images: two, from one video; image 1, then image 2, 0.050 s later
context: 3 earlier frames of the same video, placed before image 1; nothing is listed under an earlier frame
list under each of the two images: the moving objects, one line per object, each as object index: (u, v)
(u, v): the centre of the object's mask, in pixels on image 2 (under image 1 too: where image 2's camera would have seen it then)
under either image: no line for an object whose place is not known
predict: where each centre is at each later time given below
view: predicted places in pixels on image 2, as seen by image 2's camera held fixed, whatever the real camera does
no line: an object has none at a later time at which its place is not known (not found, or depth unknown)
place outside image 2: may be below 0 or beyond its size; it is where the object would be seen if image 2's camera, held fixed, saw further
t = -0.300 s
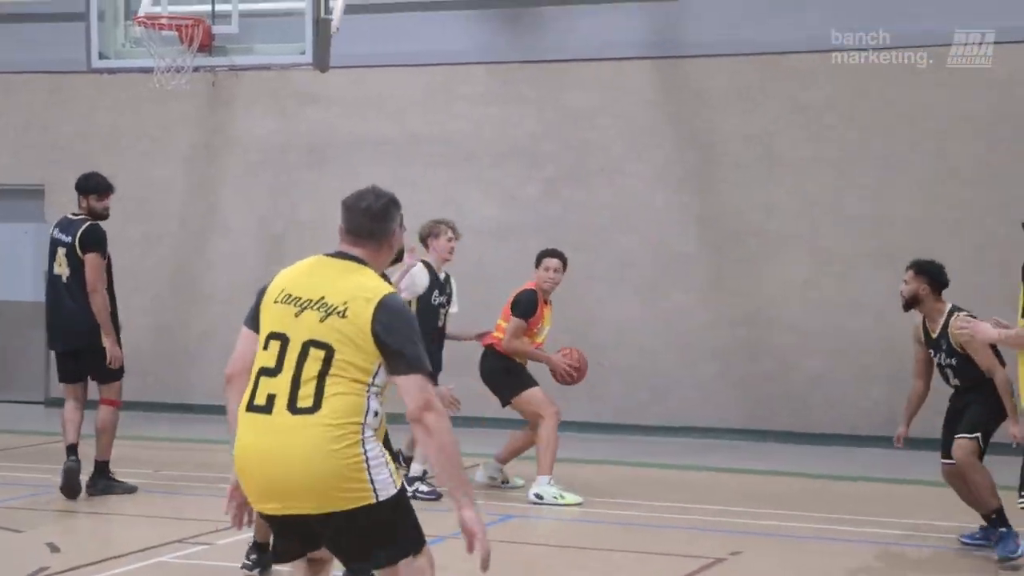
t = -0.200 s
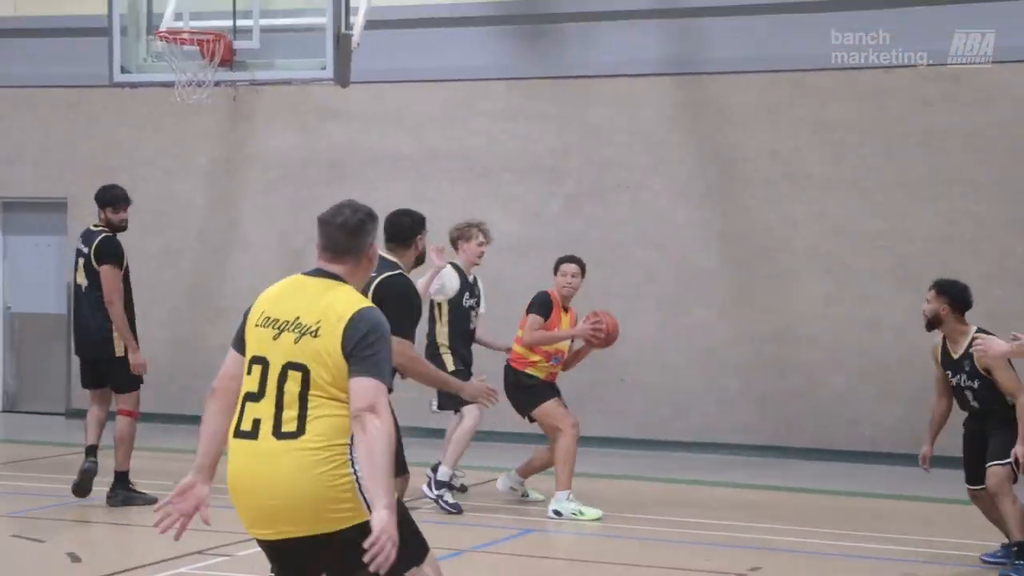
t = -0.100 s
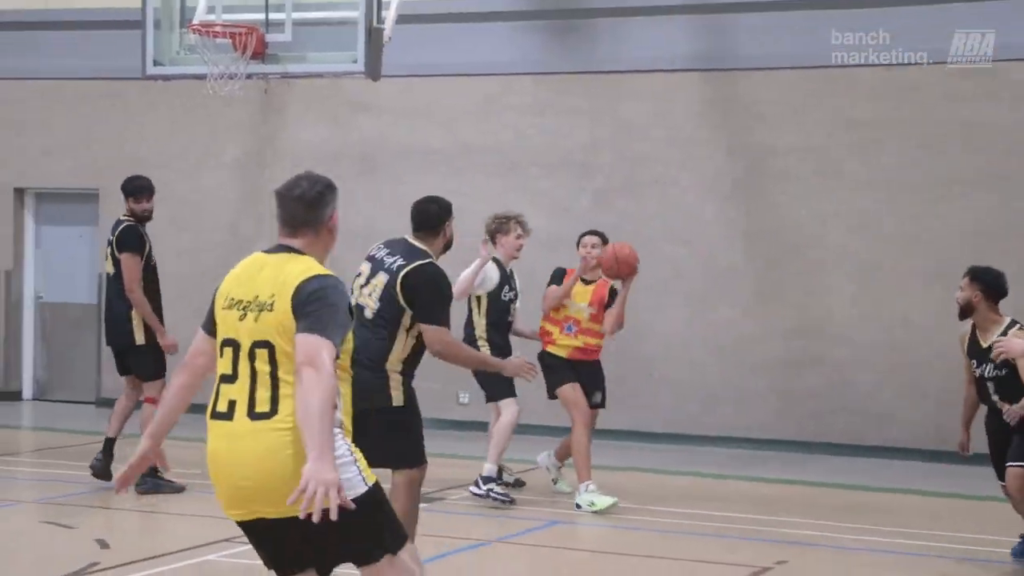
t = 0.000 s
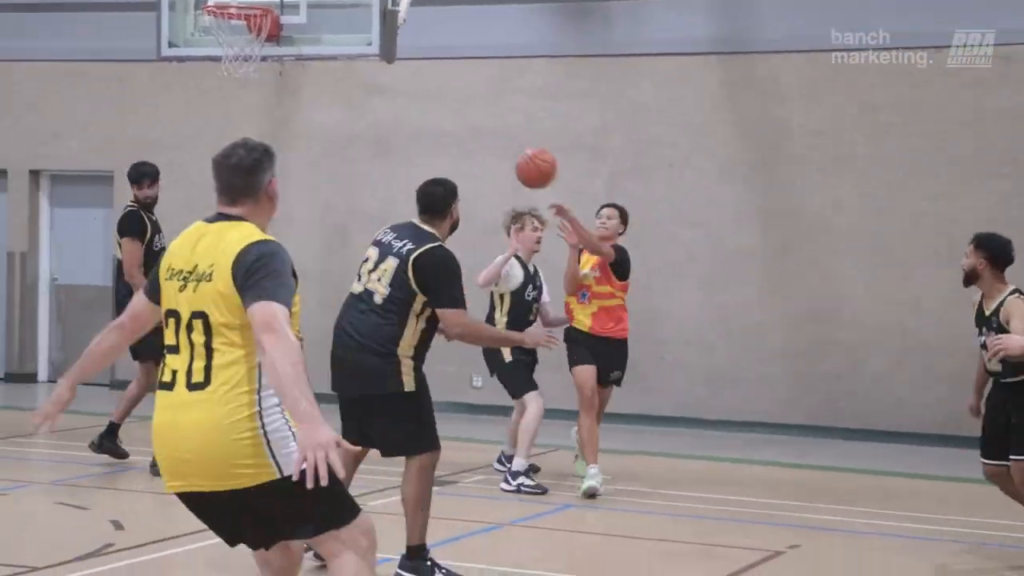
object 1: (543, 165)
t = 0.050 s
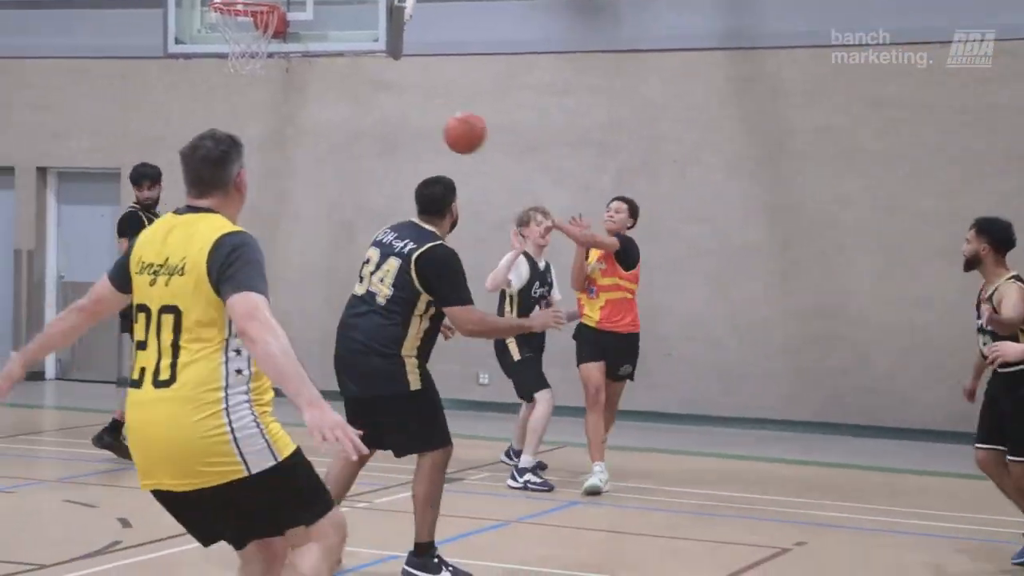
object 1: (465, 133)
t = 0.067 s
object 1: (439, 123)
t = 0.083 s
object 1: (413, 113)
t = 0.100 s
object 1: (385, 104)
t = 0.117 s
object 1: (356, 95)
